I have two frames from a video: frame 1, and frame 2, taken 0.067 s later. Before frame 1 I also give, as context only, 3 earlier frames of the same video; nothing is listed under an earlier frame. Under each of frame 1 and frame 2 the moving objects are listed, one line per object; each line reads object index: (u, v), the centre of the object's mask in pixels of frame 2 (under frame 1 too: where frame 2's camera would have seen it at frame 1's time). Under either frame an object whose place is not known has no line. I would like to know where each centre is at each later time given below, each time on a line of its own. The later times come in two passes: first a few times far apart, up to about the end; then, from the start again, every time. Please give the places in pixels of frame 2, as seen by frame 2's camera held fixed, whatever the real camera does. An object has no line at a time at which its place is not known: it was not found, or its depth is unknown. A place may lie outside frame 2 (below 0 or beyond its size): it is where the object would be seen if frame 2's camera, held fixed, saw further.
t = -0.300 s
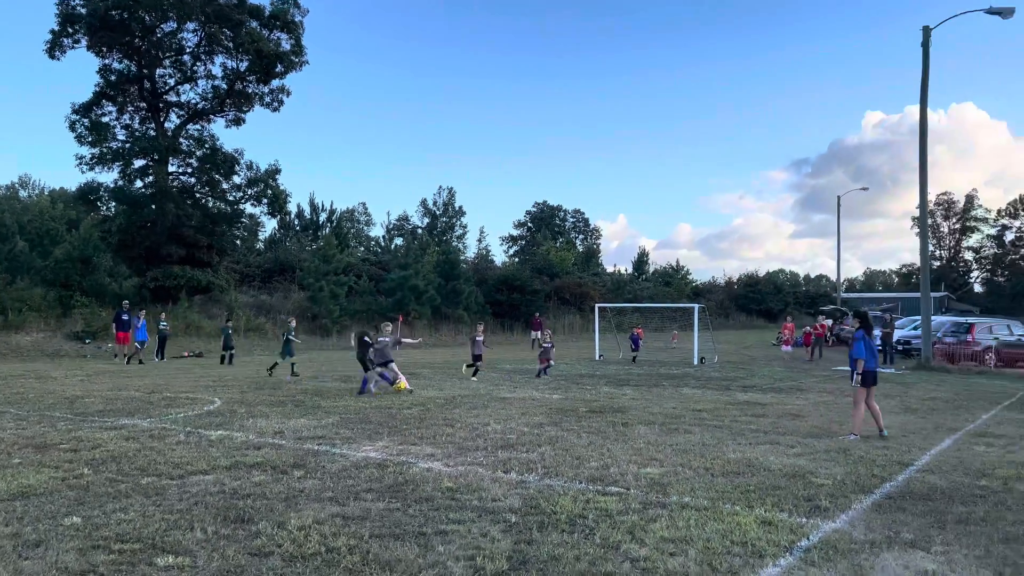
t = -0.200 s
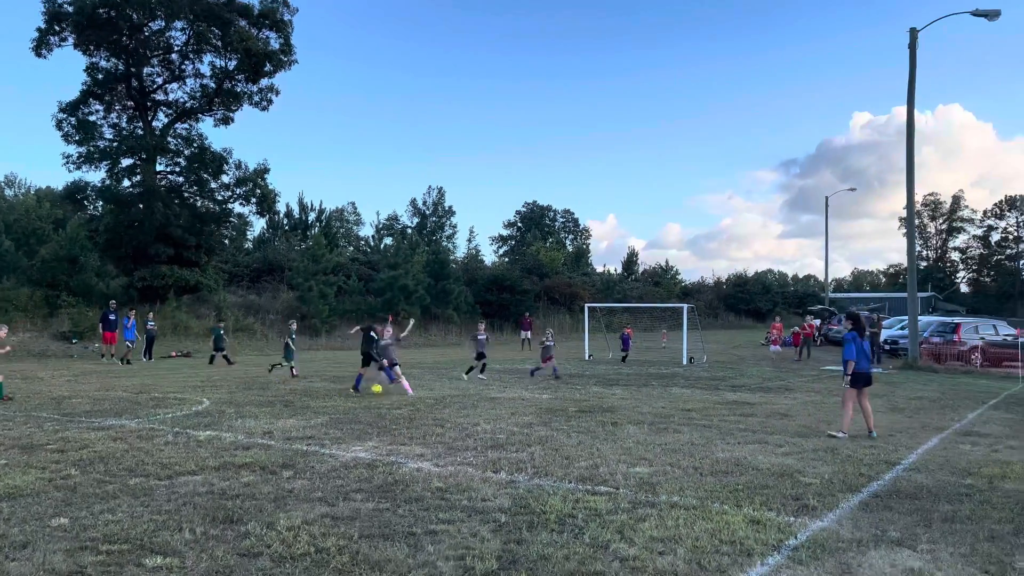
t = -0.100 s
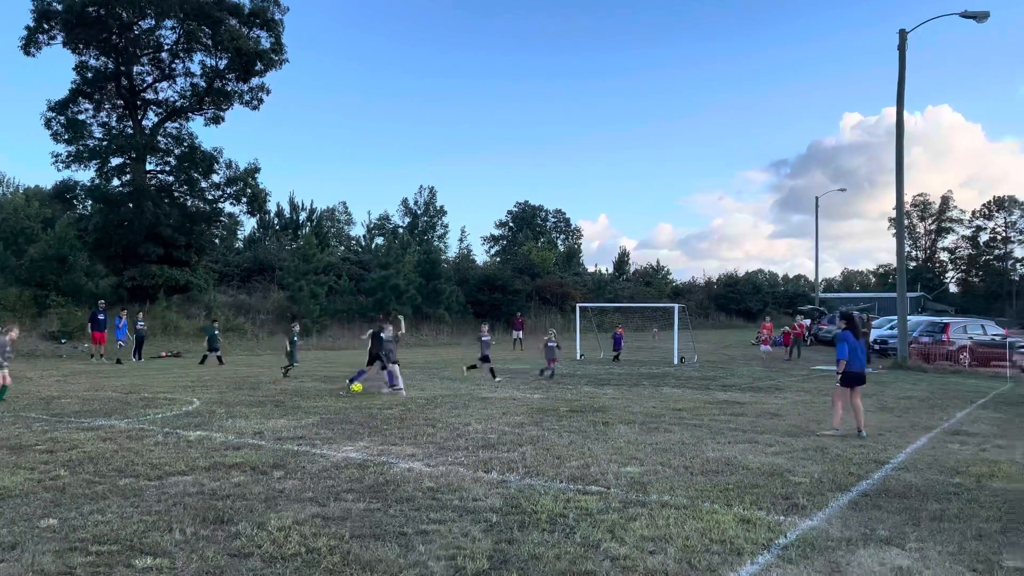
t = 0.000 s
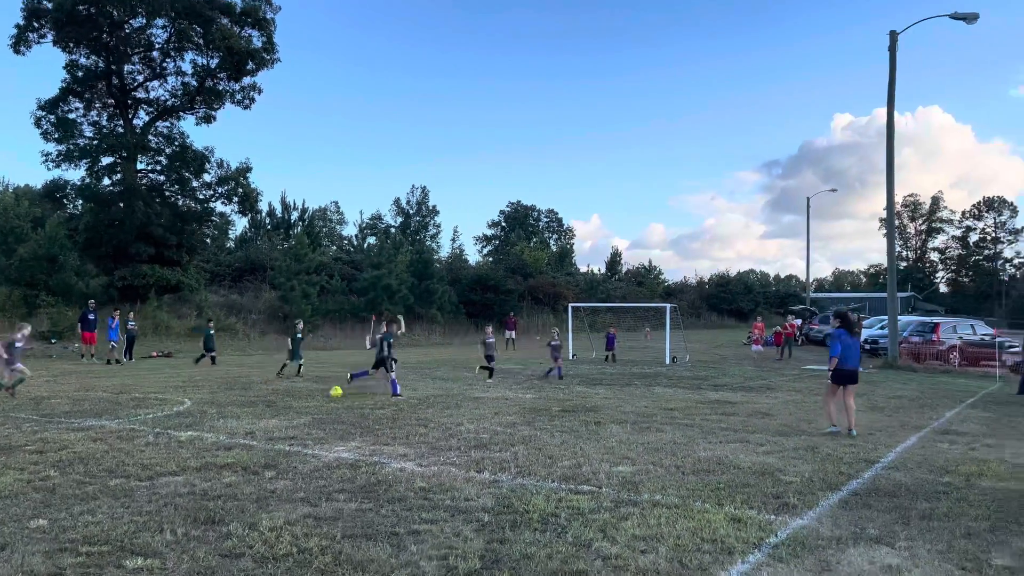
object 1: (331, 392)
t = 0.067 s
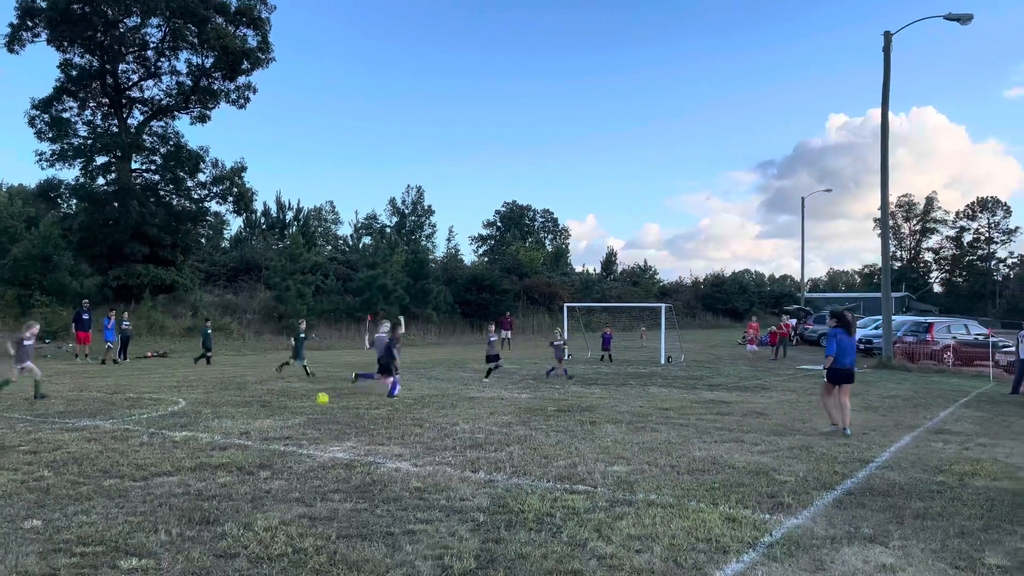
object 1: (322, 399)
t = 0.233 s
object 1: (306, 397)
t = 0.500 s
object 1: (277, 407)
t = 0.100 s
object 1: (319, 400)
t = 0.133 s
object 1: (315, 398)
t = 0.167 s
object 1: (313, 397)
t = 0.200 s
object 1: (310, 397)
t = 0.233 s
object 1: (306, 397)
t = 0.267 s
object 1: (303, 398)
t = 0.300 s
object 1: (299, 400)
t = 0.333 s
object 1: (296, 403)
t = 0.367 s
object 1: (292, 406)
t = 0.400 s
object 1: (289, 407)
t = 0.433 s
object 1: (285, 406)
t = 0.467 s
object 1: (282, 406)
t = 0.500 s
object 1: (277, 407)
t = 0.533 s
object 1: (273, 408)
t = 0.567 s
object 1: (269, 411)
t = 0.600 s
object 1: (265, 413)
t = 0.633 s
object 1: (260, 413)
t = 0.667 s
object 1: (255, 414)
